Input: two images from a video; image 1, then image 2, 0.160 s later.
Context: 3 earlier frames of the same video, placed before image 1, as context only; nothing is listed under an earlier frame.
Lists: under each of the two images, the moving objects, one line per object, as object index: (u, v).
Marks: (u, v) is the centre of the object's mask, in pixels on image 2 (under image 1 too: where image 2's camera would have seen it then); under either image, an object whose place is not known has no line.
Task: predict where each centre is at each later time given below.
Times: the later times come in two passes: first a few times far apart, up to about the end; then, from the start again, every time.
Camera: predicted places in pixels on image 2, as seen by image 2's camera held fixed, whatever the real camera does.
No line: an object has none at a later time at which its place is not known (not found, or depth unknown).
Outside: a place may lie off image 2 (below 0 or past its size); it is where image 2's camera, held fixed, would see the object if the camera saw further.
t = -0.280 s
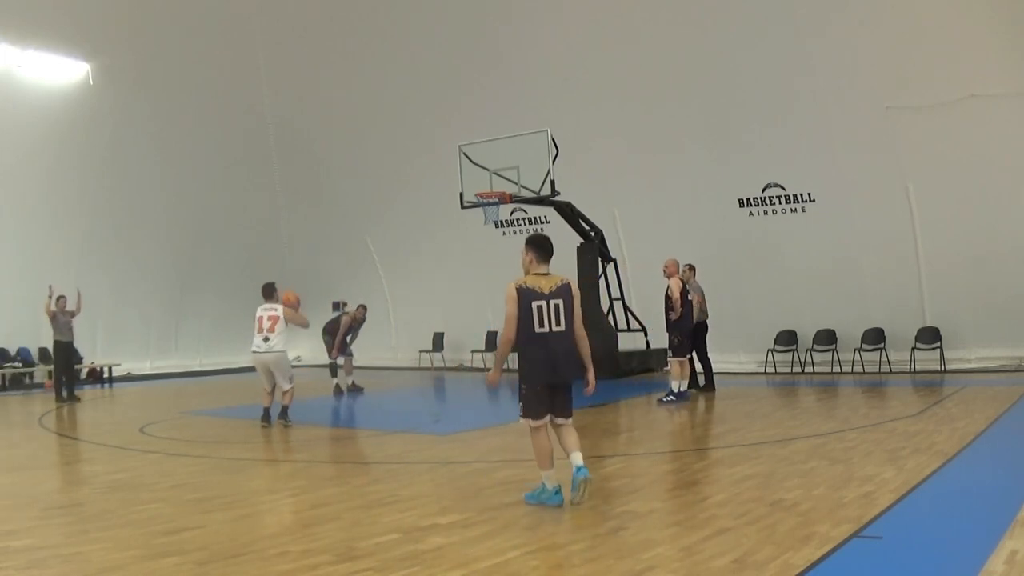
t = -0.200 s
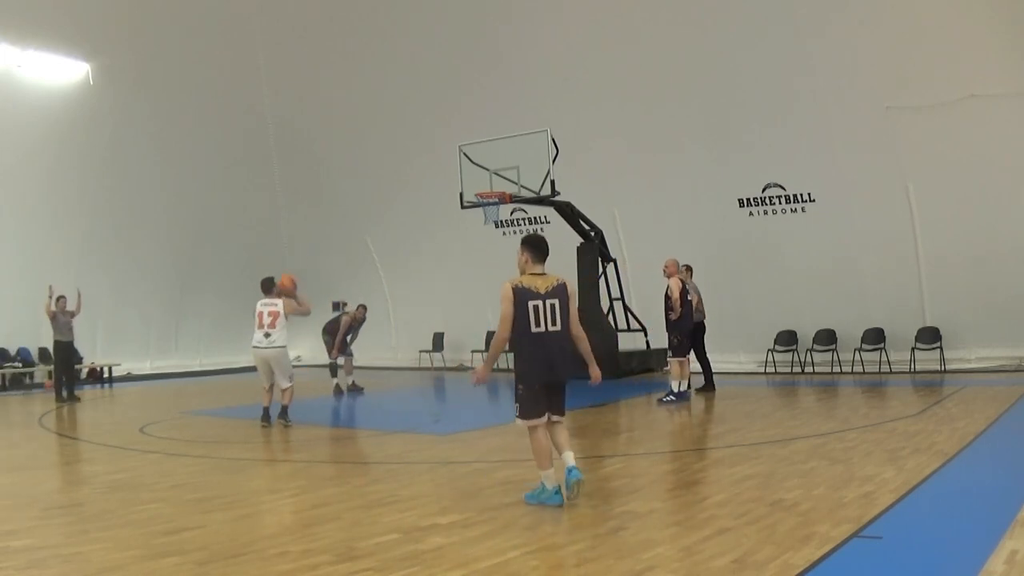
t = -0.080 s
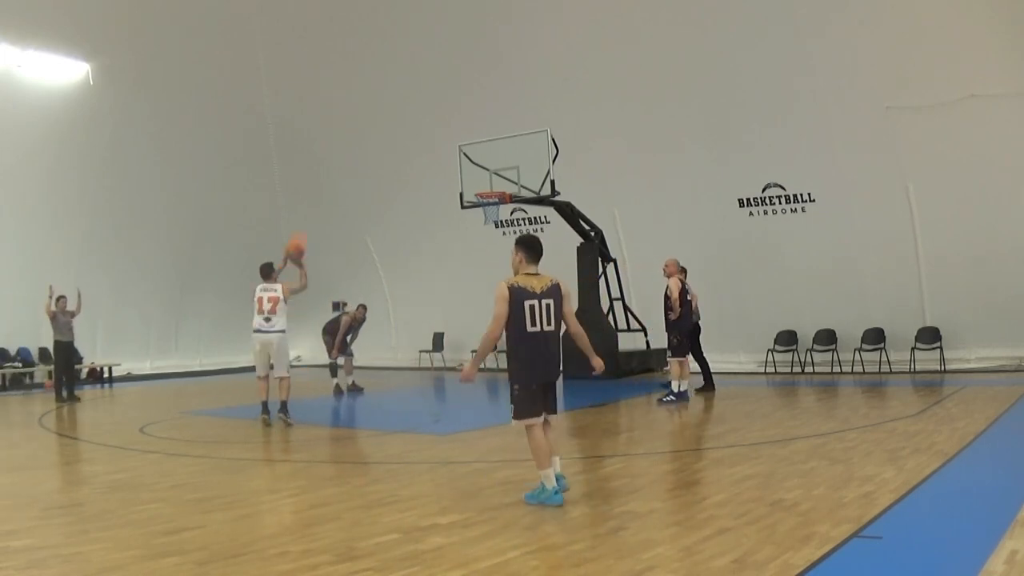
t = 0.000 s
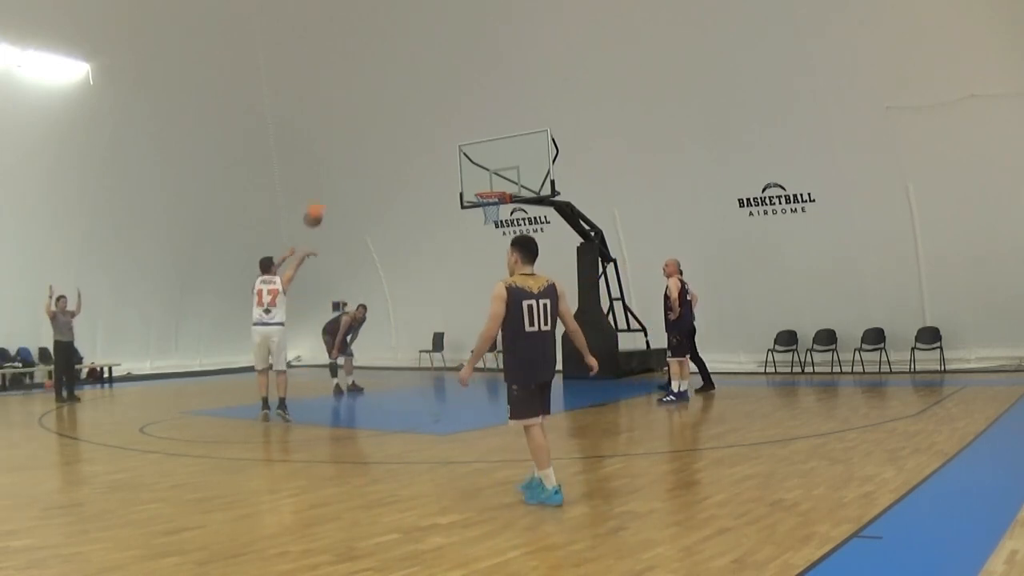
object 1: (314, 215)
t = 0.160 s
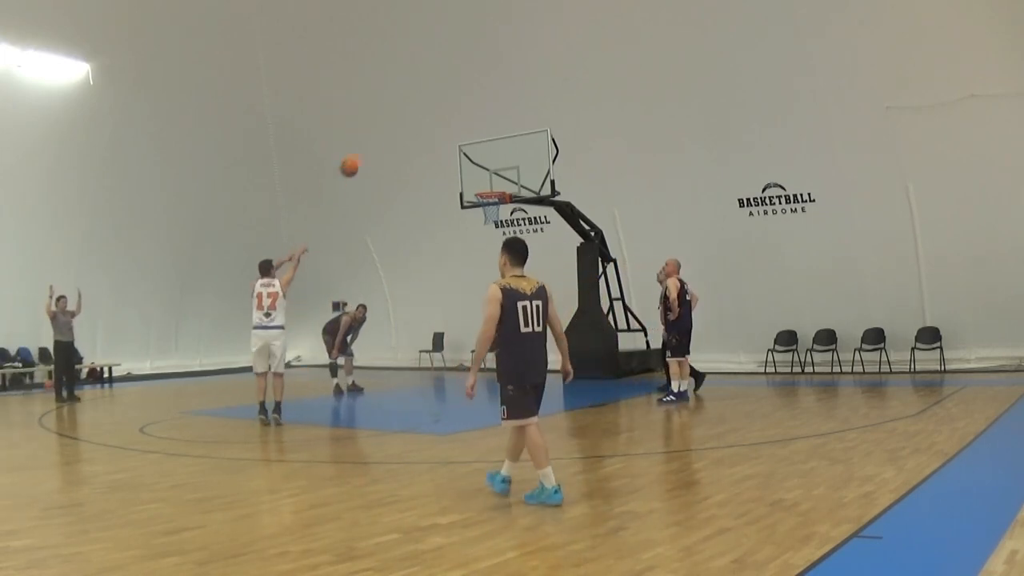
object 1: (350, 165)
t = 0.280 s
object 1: (374, 145)
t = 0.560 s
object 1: (429, 136)
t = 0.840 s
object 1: (478, 178)
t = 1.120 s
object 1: (502, 180)
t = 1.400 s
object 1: (488, 179)
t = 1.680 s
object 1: (493, 187)
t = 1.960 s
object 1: (488, 187)
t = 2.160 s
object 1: (494, 202)
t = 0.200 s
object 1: (358, 157)
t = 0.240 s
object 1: (367, 150)
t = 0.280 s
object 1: (374, 145)
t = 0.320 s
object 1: (383, 140)
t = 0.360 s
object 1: (391, 137)
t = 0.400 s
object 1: (399, 134)
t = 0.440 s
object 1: (406, 133)
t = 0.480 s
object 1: (414, 133)
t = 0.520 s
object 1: (422, 134)
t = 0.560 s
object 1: (429, 136)
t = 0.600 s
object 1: (436, 139)
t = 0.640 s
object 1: (443, 143)
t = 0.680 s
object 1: (451, 148)
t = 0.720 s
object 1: (457, 154)
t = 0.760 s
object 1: (465, 162)
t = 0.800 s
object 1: (471, 170)
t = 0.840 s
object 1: (478, 178)
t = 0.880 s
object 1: (484, 185)
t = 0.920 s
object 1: (488, 183)
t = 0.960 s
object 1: (491, 183)
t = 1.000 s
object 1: (495, 183)
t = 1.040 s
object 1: (498, 185)
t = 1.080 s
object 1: (501, 184)
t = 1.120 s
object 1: (502, 180)
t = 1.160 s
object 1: (500, 176)
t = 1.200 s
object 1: (498, 175)
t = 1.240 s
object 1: (496, 174)
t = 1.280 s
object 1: (494, 174)
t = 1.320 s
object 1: (491, 174)
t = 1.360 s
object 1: (490, 176)
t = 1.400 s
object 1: (488, 179)
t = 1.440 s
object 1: (485, 183)
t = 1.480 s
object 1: (484, 185)
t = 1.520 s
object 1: (486, 184)
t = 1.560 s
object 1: (488, 184)
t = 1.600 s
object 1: (490, 185)
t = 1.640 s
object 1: (492, 186)
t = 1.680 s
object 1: (493, 187)
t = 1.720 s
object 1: (492, 186)
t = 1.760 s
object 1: (489, 186)
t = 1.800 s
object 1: (488, 186)
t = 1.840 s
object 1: (486, 186)
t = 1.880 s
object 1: (485, 186)
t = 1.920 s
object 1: (487, 186)
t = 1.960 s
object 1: (488, 187)
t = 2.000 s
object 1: (490, 188)
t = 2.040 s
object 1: (491, 191)
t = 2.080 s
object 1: (493, 194)
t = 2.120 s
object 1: (494, 199)
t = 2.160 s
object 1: (494, 202)
